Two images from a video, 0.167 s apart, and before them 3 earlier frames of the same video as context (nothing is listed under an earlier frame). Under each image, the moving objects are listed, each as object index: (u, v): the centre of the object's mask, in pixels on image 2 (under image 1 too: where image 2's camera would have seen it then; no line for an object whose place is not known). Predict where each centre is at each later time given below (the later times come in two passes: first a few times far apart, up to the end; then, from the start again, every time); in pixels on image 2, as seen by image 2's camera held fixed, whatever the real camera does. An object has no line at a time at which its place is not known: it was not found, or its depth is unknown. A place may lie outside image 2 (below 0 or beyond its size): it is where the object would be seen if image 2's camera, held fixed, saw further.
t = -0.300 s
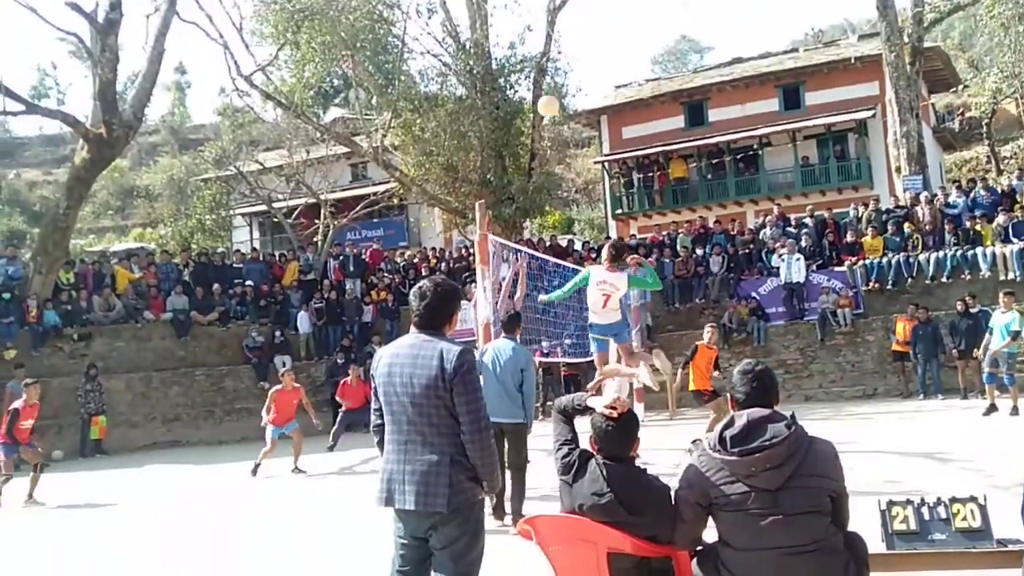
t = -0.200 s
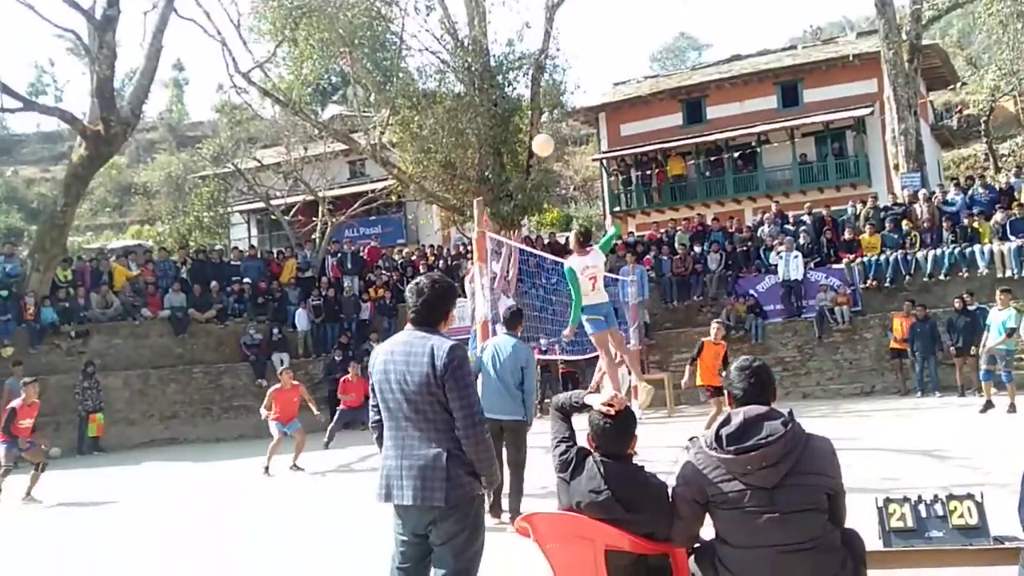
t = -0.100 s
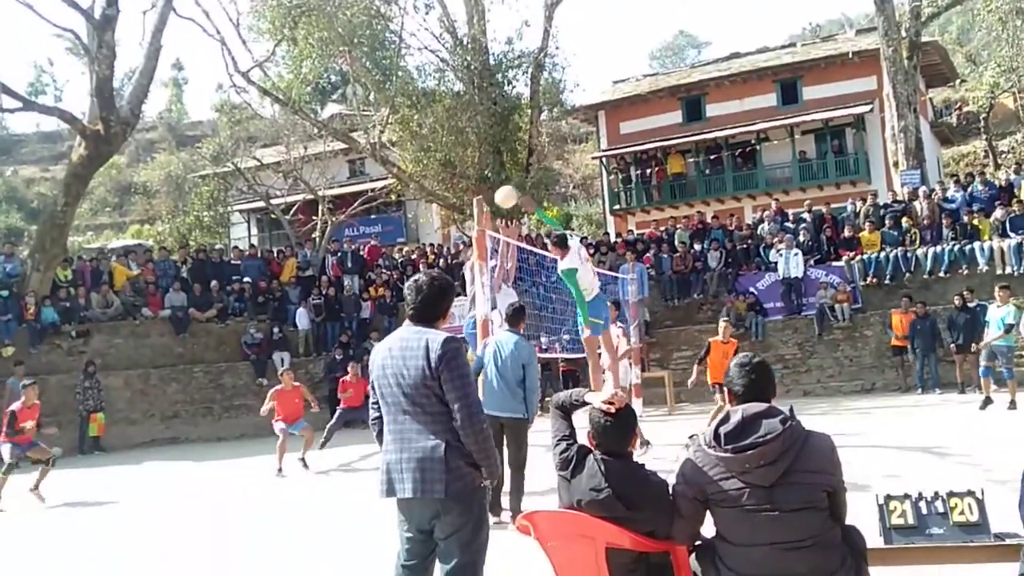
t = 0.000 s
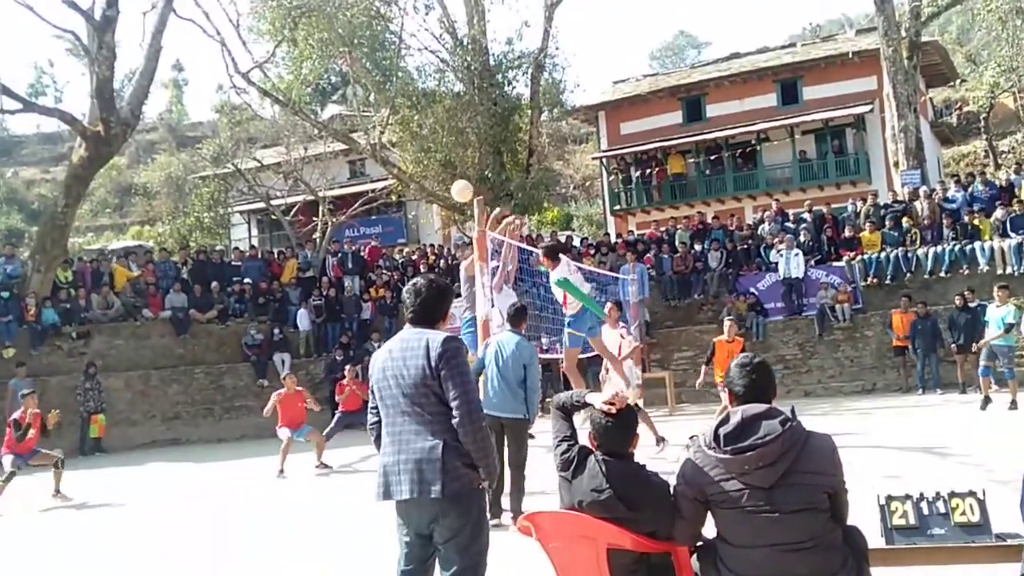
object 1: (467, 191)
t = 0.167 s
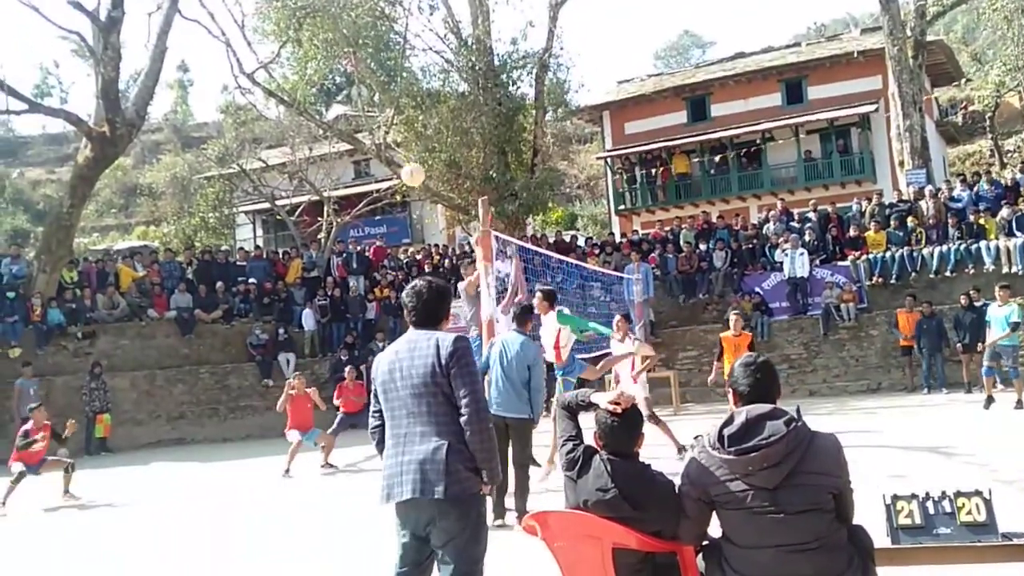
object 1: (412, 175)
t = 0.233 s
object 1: (390, 176)
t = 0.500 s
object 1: (294, 234)
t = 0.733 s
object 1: (197, 372)
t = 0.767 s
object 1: (182, 400)
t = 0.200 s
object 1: (401, 175)
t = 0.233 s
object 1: (390, 176)
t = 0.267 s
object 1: (379, 178)
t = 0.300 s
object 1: (367, 182)
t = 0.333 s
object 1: (355, 187)
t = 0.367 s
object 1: (343, 194)
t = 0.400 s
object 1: (331, 202)
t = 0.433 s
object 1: (319, 211)
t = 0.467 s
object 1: (306, 222)
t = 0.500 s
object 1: (294, 234)
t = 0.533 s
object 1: (281, 248)
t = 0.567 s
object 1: (267, 264)
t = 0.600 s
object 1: (254, 282)
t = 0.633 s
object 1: (240, 301)
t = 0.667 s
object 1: (226, 323)
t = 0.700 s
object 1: (212, 346)
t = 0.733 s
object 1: (197, 372)
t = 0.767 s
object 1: (182, 400)
